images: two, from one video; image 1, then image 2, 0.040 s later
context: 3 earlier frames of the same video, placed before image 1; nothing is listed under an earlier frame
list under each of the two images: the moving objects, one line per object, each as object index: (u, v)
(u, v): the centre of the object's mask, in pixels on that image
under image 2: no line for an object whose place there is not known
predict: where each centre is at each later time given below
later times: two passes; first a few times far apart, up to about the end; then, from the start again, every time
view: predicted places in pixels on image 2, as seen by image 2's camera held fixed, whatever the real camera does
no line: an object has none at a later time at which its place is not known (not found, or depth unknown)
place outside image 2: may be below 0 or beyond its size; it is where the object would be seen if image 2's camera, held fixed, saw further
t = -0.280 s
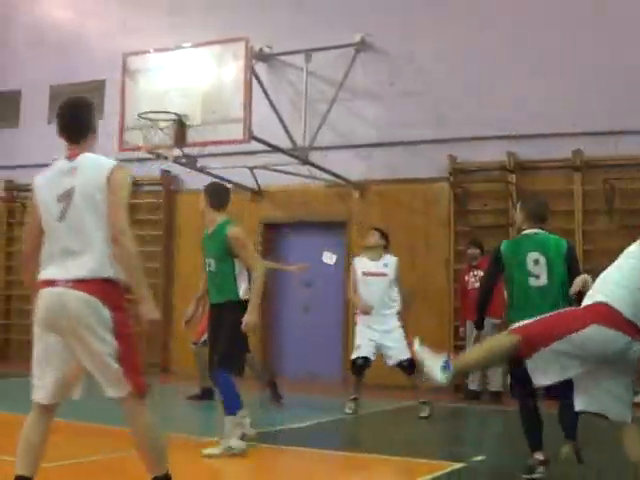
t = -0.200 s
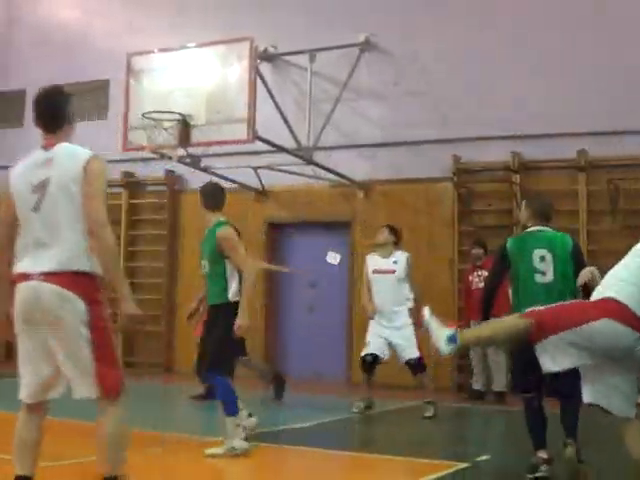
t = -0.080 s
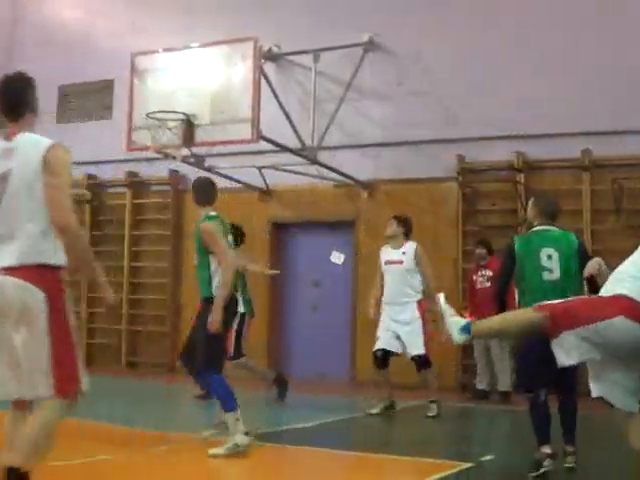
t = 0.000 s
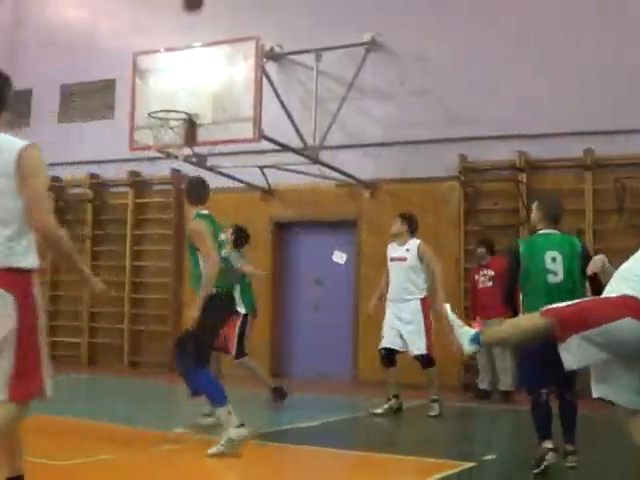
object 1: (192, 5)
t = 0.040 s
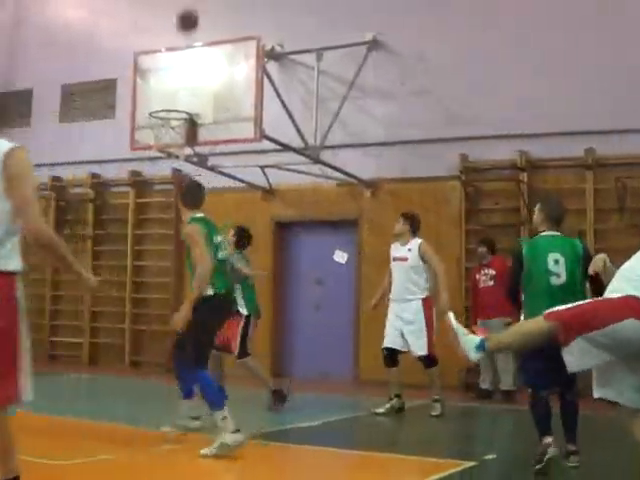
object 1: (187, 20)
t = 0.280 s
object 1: (162, 106)
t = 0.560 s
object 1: (139, 82)
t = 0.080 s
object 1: (181, 41)
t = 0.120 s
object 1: (175, 64)
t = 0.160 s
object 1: (170, 89)
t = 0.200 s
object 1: (166, 103)
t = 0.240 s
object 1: (163, 105)
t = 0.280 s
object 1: (162, 106)
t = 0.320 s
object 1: (162, 102)
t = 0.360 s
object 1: (162, 99)
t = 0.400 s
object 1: (159, 93)
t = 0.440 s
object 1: (154, 89)
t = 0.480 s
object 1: (149, 85)
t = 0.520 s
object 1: (144, 83)
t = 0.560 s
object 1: (139, 82)
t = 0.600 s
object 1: (133, 83)
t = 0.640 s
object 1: (128, 85)
